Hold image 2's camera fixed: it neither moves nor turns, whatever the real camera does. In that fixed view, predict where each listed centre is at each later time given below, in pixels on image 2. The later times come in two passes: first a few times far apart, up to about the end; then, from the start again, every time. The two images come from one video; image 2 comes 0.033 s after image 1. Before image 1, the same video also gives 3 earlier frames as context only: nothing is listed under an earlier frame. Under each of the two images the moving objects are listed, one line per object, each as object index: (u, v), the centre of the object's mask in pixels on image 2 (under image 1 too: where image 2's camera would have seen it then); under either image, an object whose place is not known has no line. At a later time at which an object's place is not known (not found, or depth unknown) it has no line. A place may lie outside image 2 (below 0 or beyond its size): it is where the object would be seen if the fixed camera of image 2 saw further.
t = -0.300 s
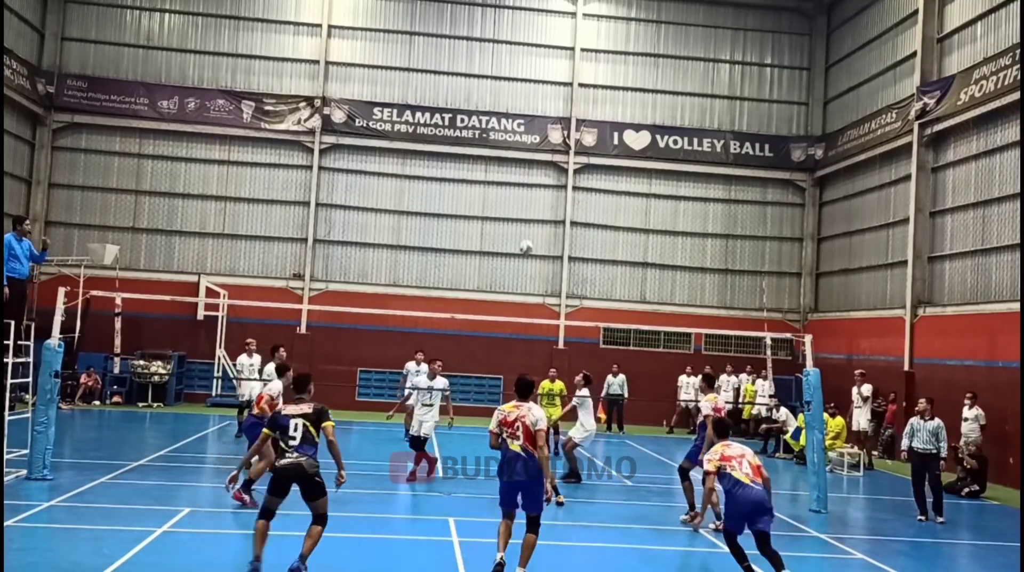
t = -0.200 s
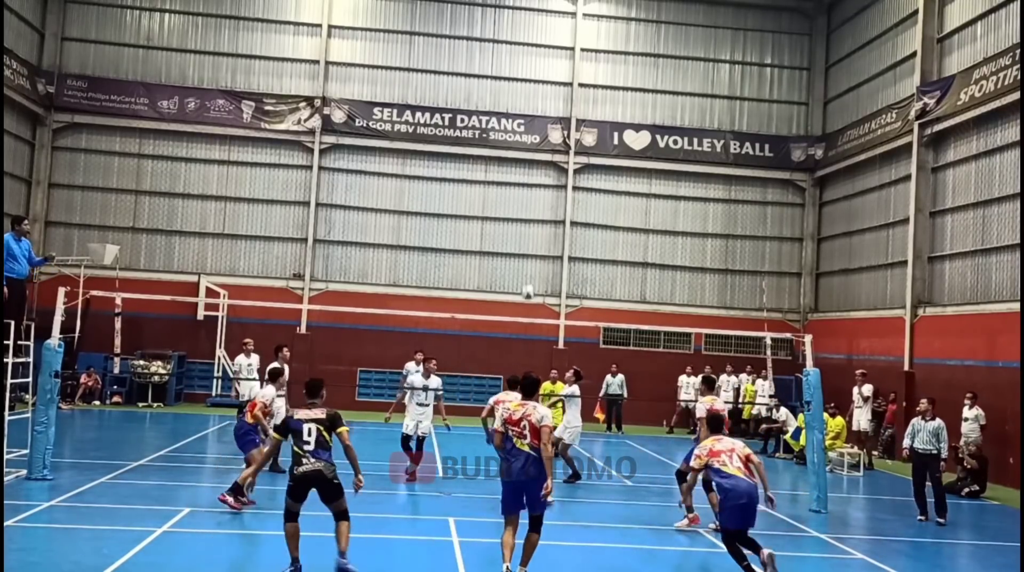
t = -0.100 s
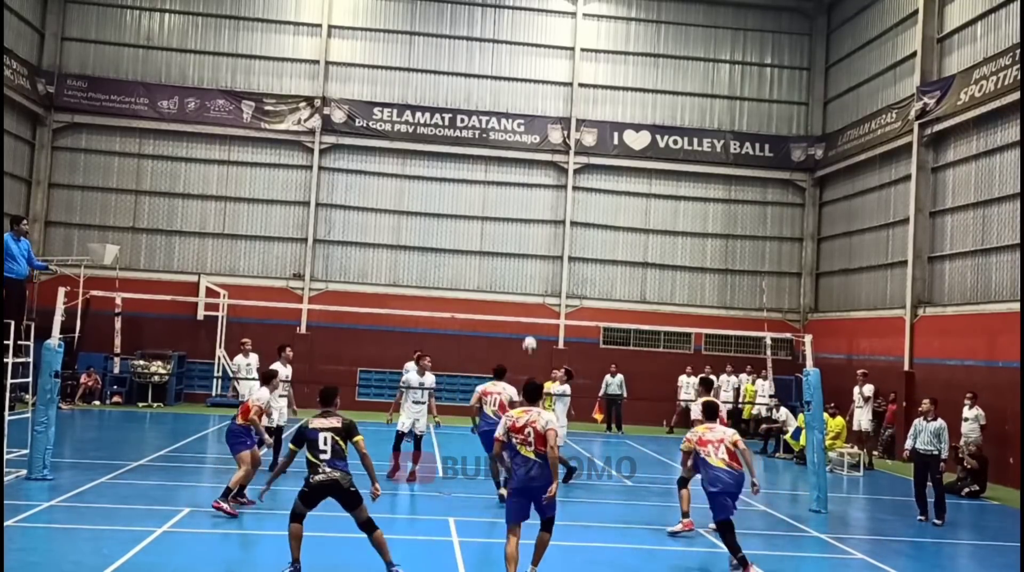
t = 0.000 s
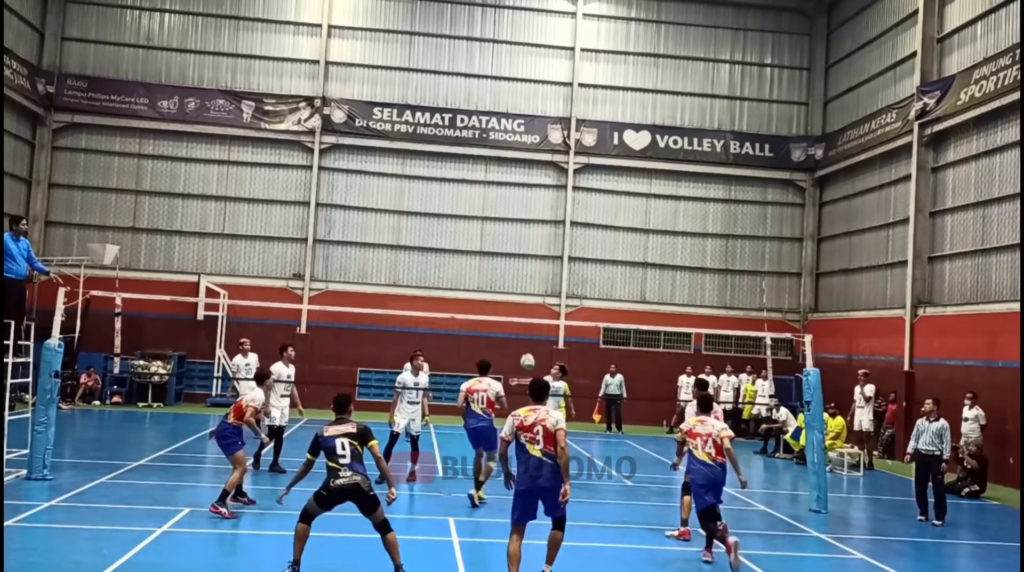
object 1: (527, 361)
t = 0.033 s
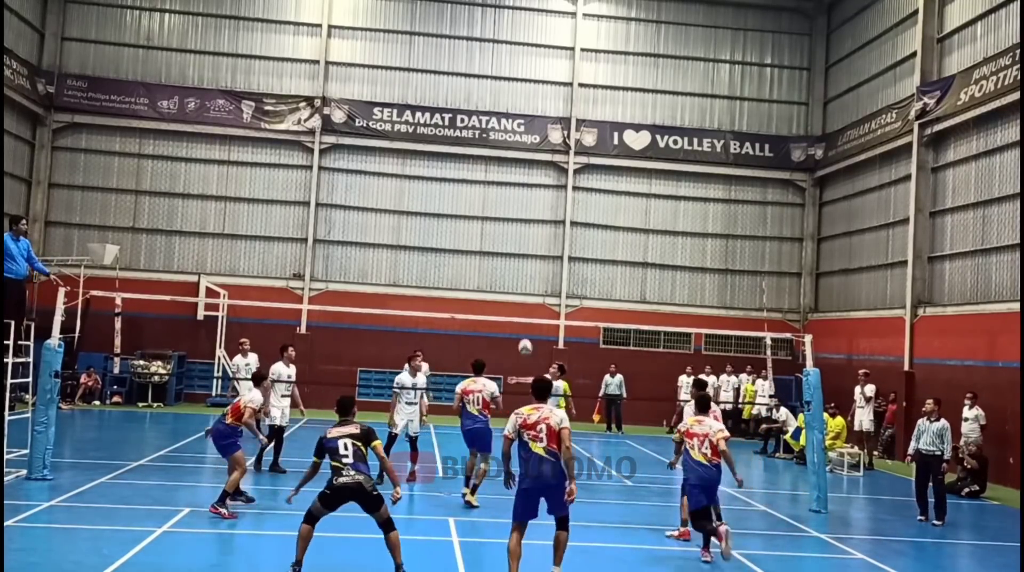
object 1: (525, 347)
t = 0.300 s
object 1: (505, 248)
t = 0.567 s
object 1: (480, 189)
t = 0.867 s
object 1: (442, 184)
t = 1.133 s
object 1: (398, 252)
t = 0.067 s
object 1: (523, 333)
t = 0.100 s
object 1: (521, 319)
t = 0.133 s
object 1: (519, 306)
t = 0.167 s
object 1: (516, 293)
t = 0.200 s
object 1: (513, 281)
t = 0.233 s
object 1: (511, 269)
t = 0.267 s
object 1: (507, 259)
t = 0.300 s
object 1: (505, 248)
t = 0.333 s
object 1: (502, 239)
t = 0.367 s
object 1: (499, 229)
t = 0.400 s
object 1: (495, 221)
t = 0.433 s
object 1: (493, 213)
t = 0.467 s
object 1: (490, 206)
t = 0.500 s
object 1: (487, 200)
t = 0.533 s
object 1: (483, 194)
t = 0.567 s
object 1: (480, 189)
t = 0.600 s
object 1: (476, 185)
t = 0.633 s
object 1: (472, 182)
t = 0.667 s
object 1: (468, 180)
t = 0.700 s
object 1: (465, 178)
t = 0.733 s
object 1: (460, 177)
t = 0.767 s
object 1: (456, 177)
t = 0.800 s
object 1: (451, 178)
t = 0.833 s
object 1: (447, 181)
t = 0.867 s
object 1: (442, 184)
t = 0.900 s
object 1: (437, 188)
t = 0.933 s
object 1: (432, 194)
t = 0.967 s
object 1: (427, 200)
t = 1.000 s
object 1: (422, 207)
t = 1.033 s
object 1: (416, 217)
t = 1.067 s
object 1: (410, 227)
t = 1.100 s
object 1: (404, 238)
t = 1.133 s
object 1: (398, 252)
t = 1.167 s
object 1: (392, 266)
